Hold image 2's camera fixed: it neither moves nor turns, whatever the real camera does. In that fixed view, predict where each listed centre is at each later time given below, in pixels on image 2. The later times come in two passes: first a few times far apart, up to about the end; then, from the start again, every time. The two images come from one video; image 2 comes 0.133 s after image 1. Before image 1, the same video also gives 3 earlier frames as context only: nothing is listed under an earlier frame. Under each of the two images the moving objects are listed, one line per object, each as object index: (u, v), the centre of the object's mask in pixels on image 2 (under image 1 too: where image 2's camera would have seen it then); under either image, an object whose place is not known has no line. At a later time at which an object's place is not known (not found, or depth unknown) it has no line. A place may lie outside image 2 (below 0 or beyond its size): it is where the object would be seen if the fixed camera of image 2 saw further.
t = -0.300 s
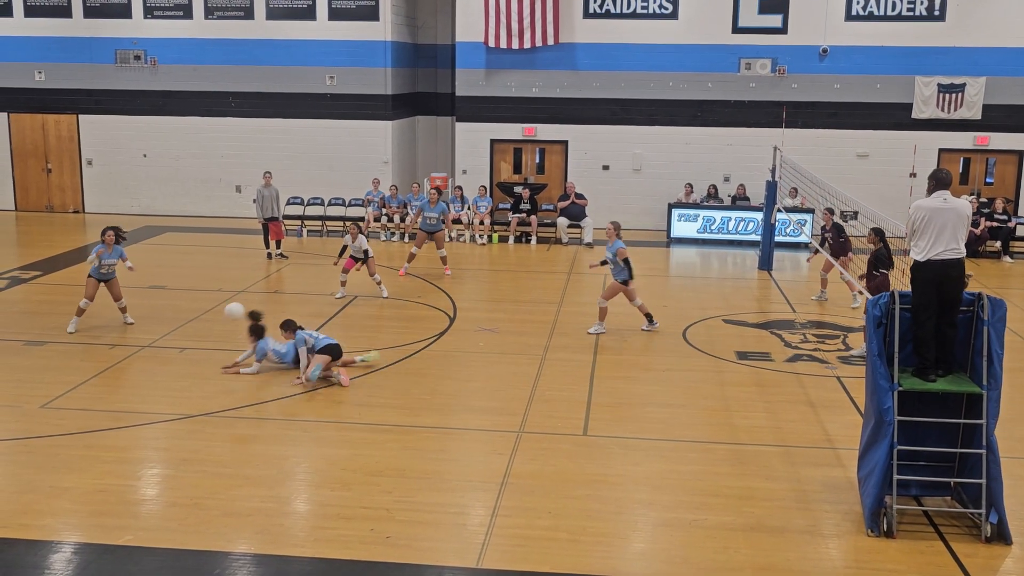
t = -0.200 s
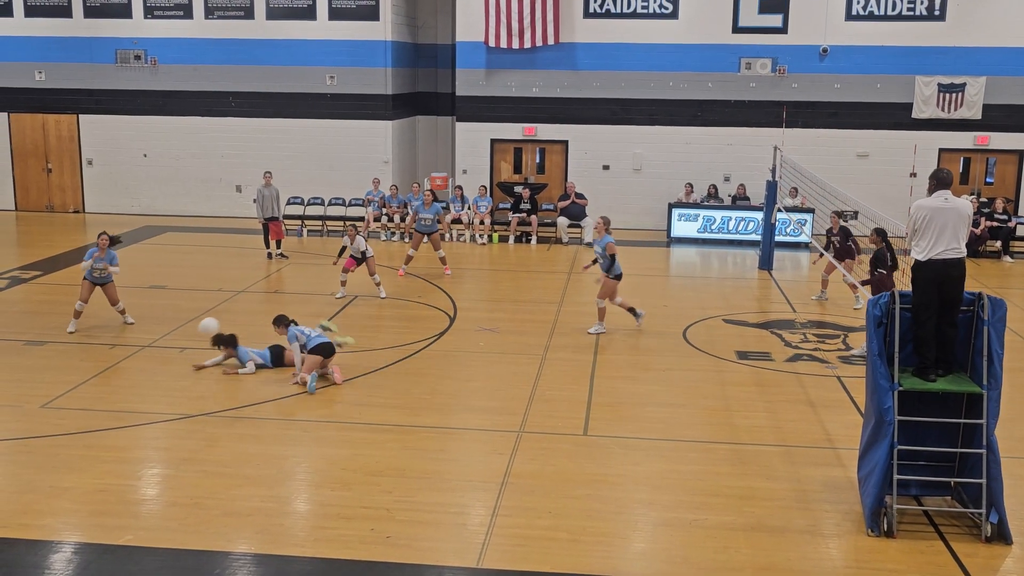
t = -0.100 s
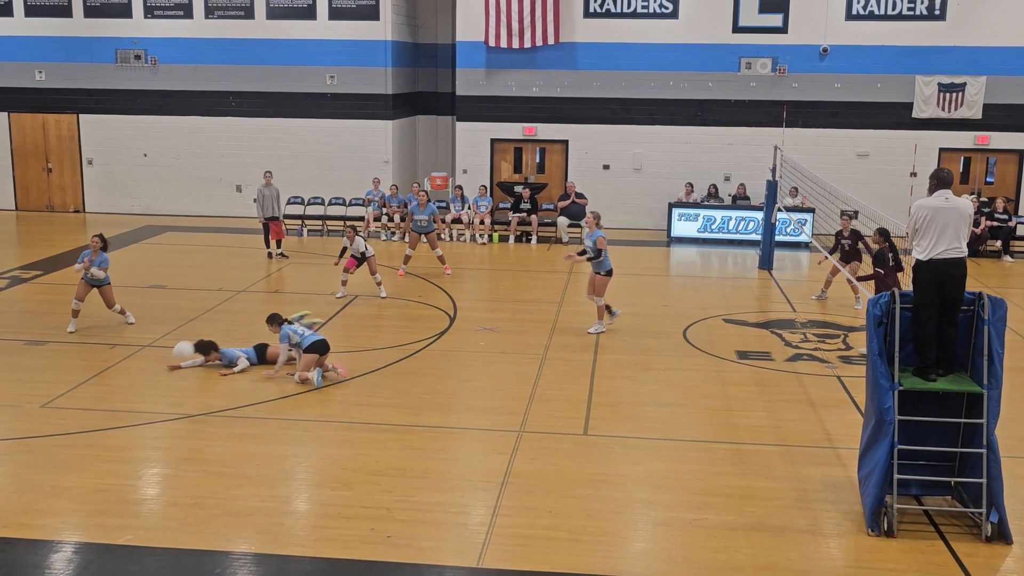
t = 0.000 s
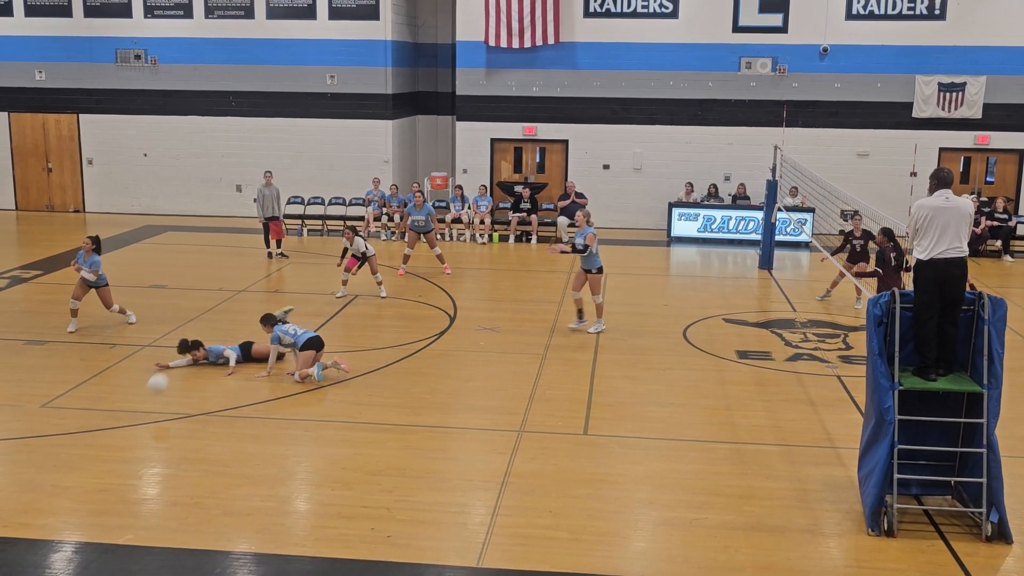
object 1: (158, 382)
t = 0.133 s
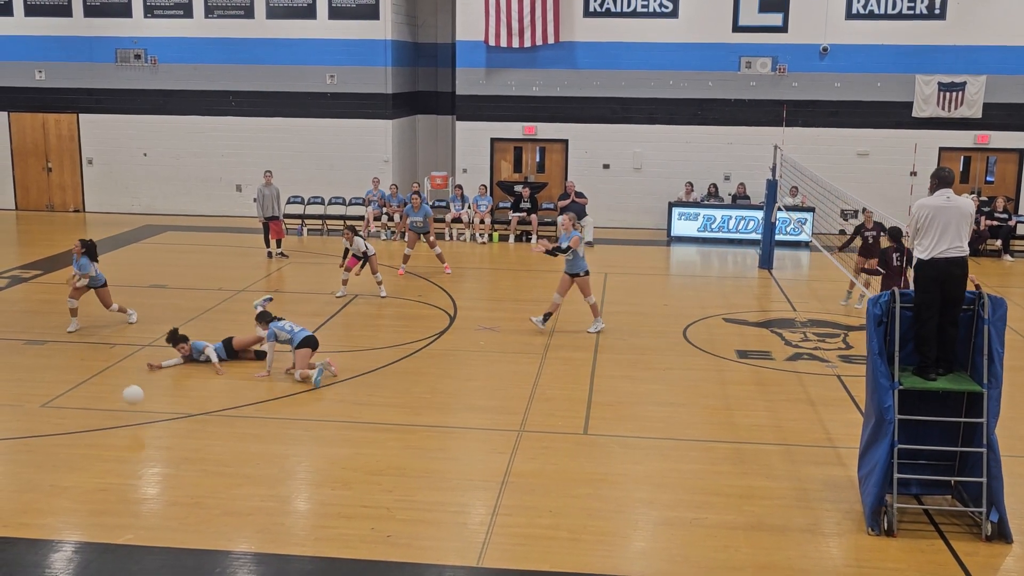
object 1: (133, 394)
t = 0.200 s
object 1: (124, 385)
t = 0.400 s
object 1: (96, 382)
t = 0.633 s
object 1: (64, 429)
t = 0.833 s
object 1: (34, 473)
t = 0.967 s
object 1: (11, 468)
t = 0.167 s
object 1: (128, 389)
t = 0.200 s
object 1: (124, 385)
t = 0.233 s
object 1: (119, 382)
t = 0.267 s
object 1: (115, 380)
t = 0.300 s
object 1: (110, 379)
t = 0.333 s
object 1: (106, 379)
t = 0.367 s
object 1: (101, 380)
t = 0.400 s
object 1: (96, 382)
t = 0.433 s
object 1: (92, 385)
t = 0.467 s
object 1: (87, 390)
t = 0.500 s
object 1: (82, 394)
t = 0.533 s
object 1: (78, 402)
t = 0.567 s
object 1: (74, 409)
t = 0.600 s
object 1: (69, 418)
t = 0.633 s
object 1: (64, 429)
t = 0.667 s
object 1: (60, 440)
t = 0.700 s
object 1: (55, 453)
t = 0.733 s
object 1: (51, 468)
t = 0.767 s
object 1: (46, 483)
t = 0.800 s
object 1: (40, 477)
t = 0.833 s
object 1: (34, 473)
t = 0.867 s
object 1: (27, 470)
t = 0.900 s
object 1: (21, 469)
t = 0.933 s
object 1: (15, 468)
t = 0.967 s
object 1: (11, 468)
